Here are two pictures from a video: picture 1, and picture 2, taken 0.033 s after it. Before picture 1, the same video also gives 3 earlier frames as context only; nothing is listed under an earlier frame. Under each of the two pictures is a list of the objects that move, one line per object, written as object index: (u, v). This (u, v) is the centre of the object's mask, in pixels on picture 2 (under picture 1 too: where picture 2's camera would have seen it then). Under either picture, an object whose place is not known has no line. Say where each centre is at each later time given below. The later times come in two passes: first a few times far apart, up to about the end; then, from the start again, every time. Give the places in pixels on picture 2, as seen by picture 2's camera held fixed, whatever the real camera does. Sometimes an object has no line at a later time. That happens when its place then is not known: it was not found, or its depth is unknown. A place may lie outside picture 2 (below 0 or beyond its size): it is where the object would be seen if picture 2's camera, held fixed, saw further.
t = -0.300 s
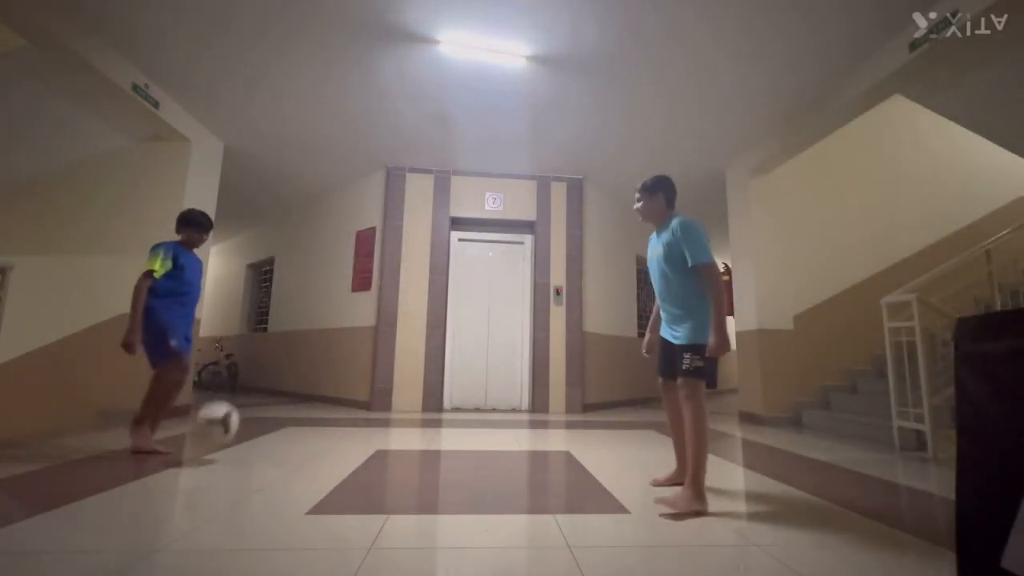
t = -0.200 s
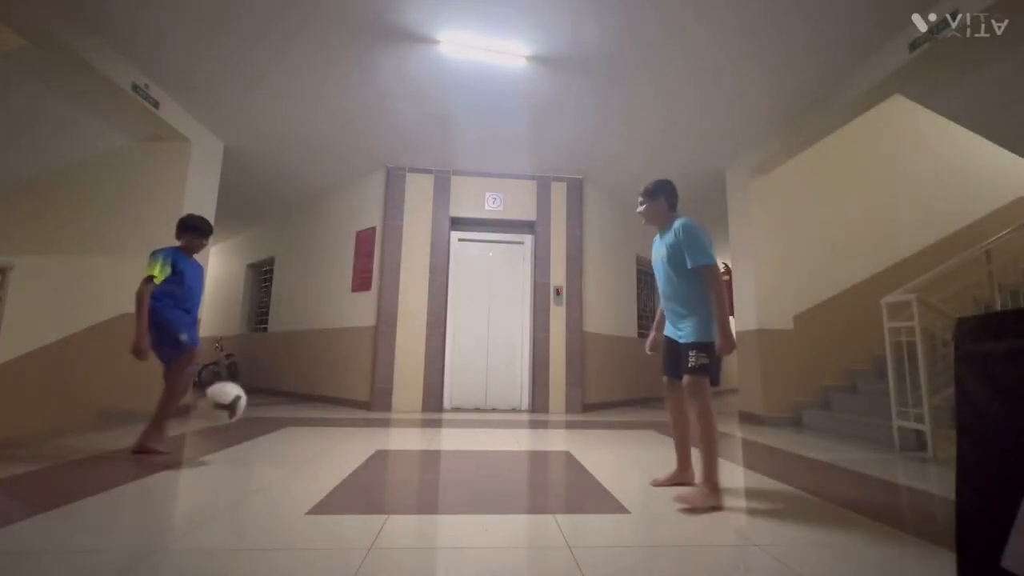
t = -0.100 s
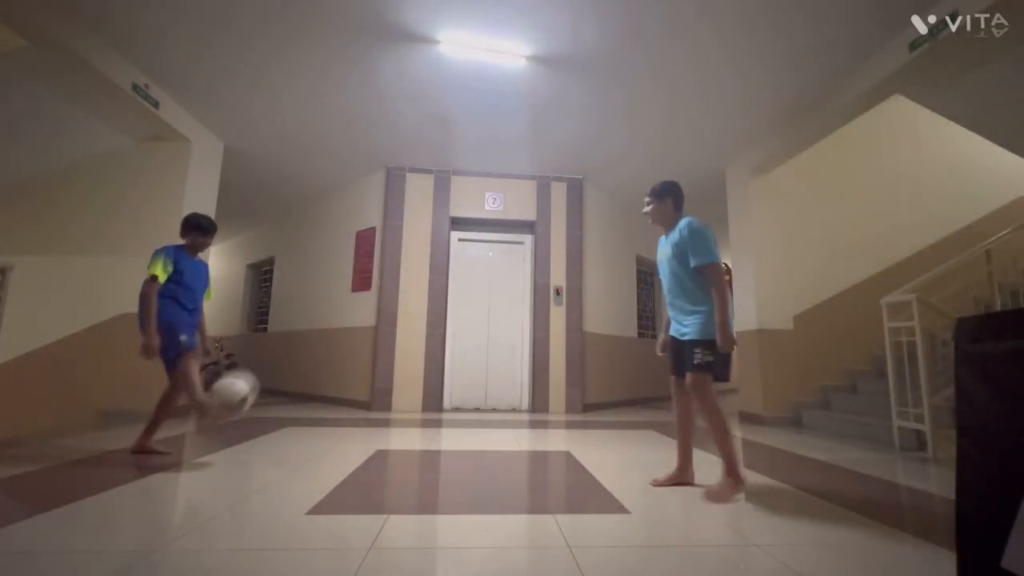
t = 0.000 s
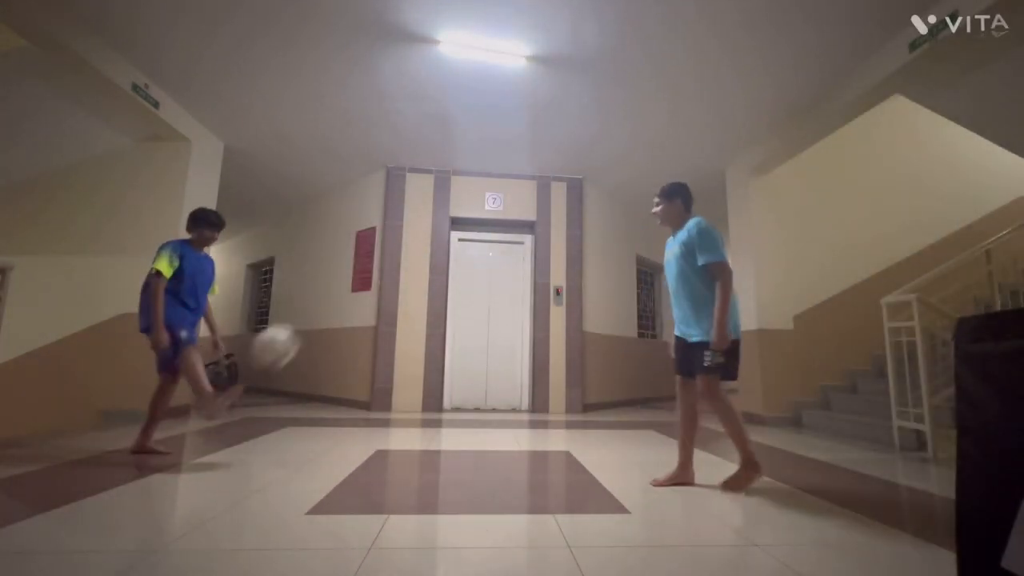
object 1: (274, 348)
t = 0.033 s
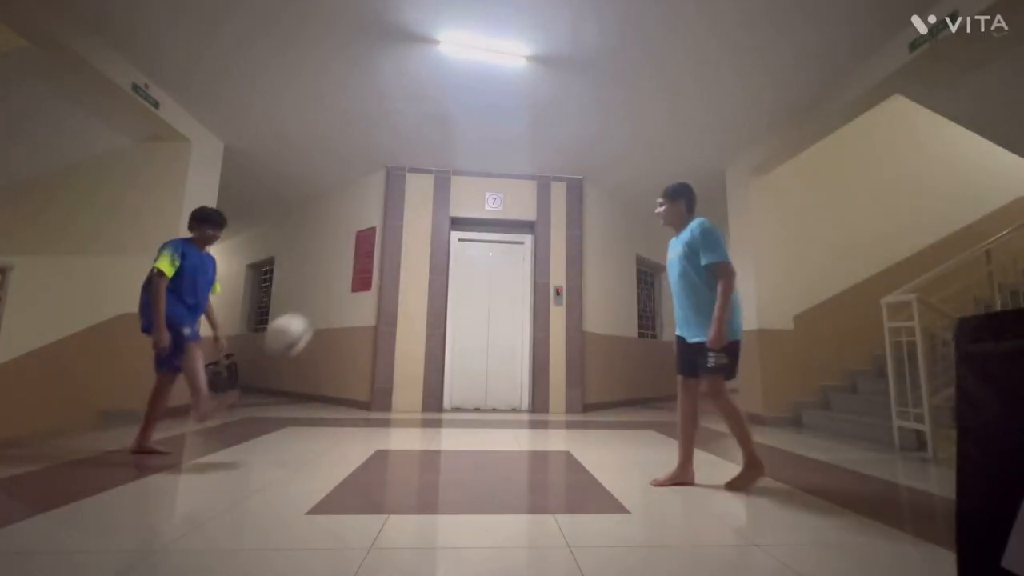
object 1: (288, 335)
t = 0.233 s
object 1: (360, 304)
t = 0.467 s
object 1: (430, 351)
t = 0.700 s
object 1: (486, 403)
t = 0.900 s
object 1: (509, 349)
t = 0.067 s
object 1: (301, 324)
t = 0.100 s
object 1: (315, 316)
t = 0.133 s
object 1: (329, 306)
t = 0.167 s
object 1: (343, 297)
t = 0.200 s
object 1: (350, 304)
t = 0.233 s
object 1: (360, 304)
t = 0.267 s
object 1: (372, 304)
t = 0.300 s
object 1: (382, 308)
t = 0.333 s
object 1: (391, 313)
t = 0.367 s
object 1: (401, 319)
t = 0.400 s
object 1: (411, 328)
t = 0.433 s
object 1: (421, 338)
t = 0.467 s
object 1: (430, 351)
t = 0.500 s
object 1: (442, 362)
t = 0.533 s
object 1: (450, 379)
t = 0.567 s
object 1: (458, 395)
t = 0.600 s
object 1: (467, 419)
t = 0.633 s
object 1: (476, 437)
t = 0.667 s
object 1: (482, 419)
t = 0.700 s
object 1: (486, 403)
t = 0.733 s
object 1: (489, 391)
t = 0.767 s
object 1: (492, 377)
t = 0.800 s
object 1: (496, 366)
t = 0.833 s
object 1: (501, 359)
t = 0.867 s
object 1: (506, 353)
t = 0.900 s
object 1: (509, 349)
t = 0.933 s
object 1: (512, 346)
